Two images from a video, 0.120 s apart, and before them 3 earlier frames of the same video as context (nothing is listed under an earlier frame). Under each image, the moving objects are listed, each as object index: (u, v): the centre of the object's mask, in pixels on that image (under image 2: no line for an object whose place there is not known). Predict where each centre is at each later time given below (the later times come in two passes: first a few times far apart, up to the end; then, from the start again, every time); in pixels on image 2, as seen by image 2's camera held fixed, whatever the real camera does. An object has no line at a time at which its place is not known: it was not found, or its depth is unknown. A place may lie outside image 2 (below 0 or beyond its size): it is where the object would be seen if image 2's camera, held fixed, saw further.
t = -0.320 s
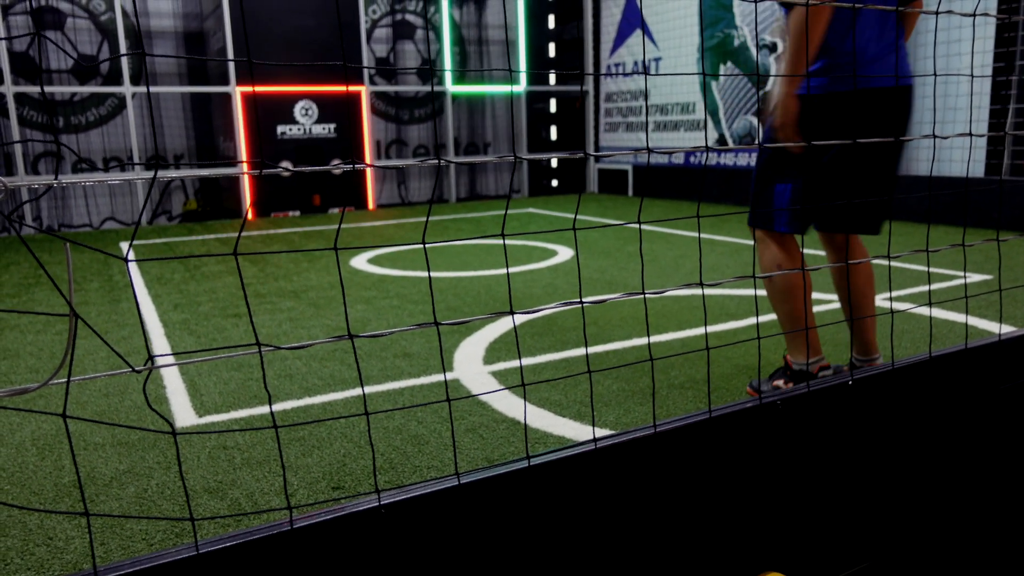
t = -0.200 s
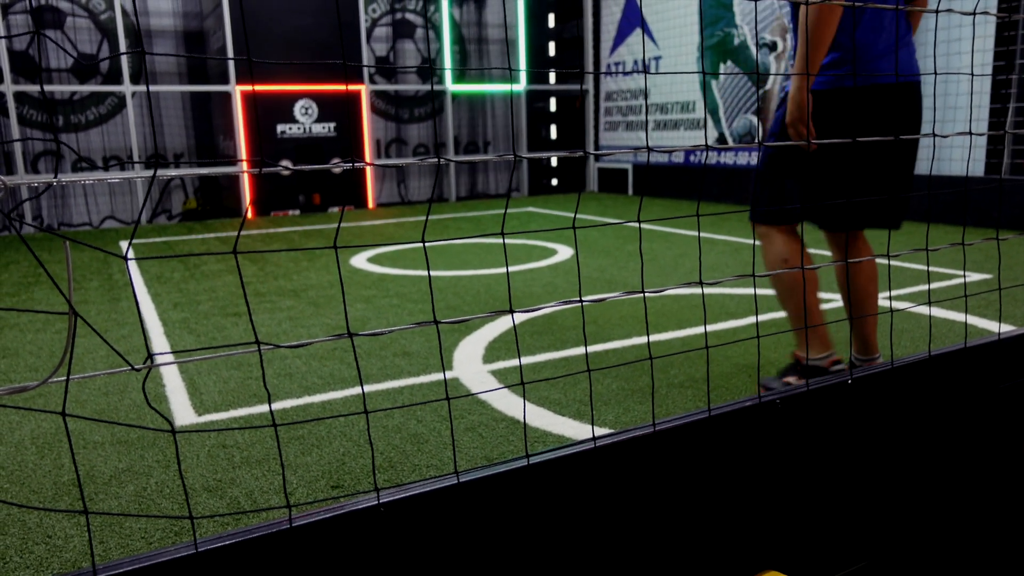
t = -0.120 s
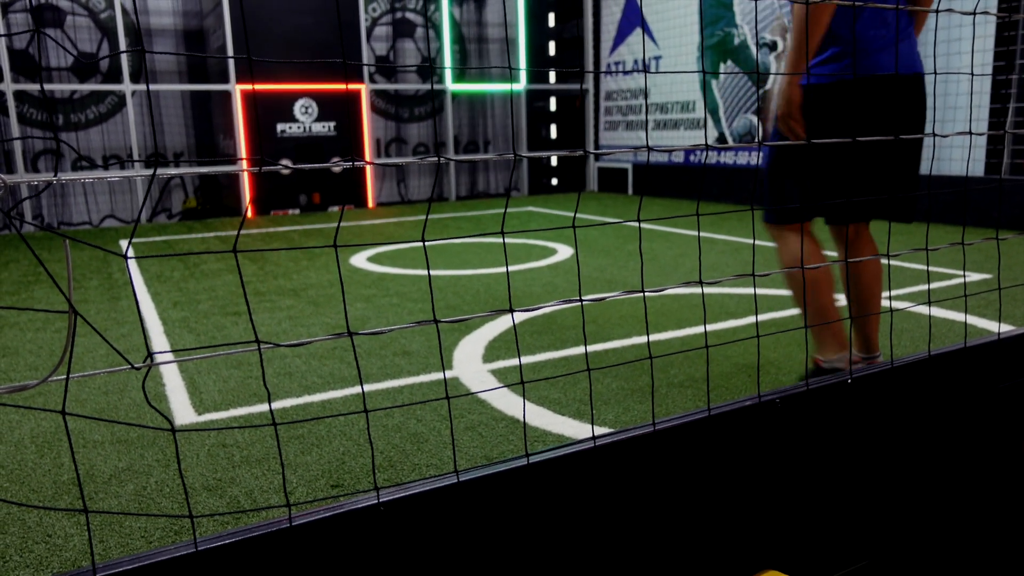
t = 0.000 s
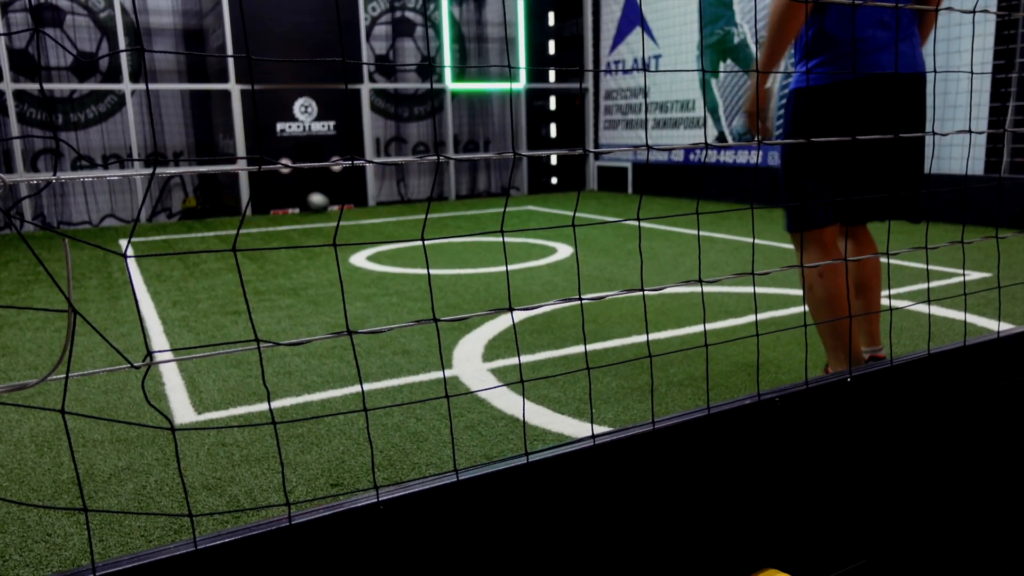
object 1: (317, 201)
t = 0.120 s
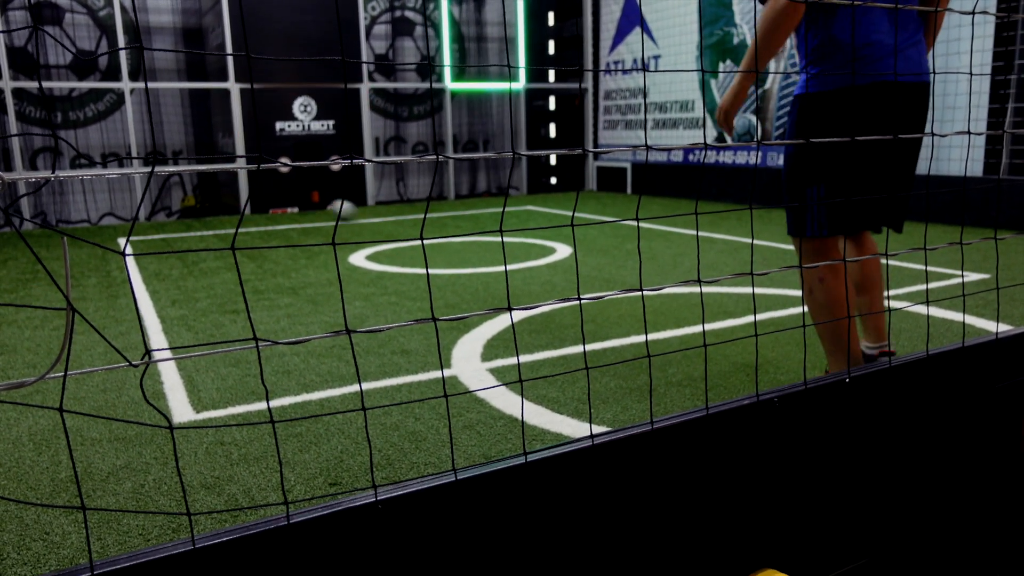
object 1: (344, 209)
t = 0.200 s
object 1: (362, 216)
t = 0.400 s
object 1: (422, 232)
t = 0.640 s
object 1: (513, 258)
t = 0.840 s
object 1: (624, 291)
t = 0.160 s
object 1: (353, 213)
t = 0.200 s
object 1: (362, 216)
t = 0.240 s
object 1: (375, 220)
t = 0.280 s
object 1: (386, 223)
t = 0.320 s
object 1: (397, 225)
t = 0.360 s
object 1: (408, 229)
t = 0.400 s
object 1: (422, 232)
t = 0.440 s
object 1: (437, 237)
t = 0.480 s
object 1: (450, 242)
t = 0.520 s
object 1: (464, 246)
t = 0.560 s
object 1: (480, 251)
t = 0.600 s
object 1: (497, 255)
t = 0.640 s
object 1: (513, 258)
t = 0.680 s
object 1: (532, 265)
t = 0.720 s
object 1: (553, 273)
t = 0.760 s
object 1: (575, 276)
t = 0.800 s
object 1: (597, 278)
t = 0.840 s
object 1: (624, 291)
